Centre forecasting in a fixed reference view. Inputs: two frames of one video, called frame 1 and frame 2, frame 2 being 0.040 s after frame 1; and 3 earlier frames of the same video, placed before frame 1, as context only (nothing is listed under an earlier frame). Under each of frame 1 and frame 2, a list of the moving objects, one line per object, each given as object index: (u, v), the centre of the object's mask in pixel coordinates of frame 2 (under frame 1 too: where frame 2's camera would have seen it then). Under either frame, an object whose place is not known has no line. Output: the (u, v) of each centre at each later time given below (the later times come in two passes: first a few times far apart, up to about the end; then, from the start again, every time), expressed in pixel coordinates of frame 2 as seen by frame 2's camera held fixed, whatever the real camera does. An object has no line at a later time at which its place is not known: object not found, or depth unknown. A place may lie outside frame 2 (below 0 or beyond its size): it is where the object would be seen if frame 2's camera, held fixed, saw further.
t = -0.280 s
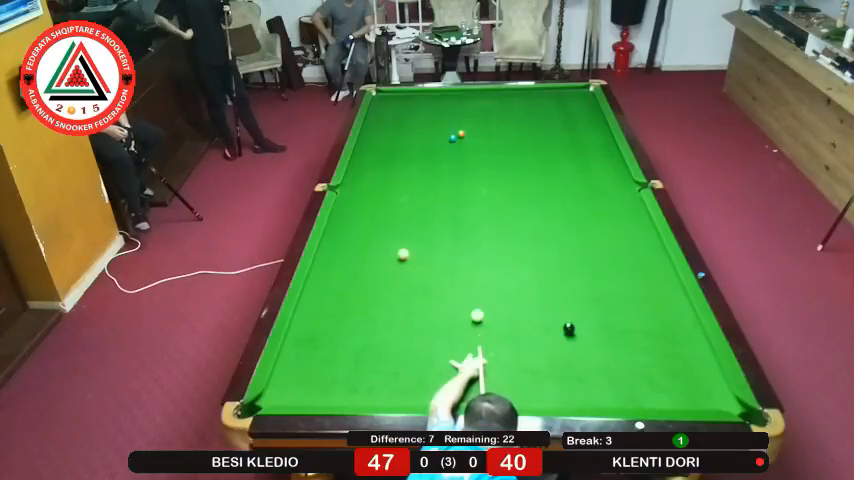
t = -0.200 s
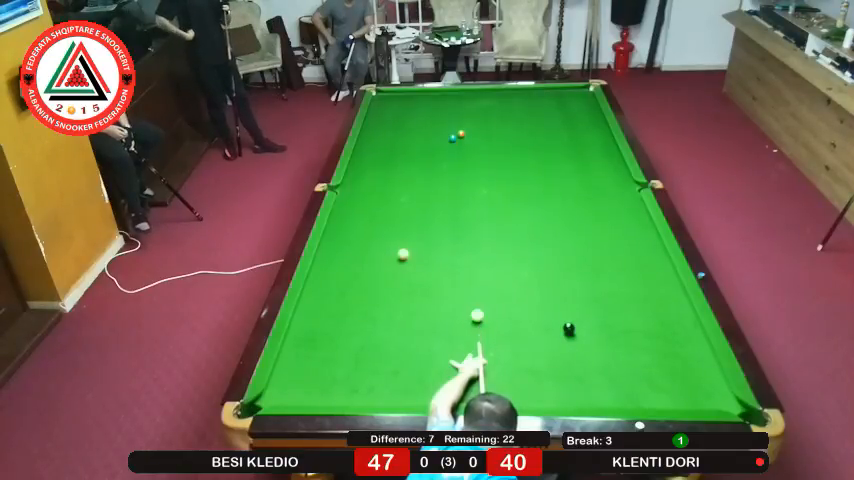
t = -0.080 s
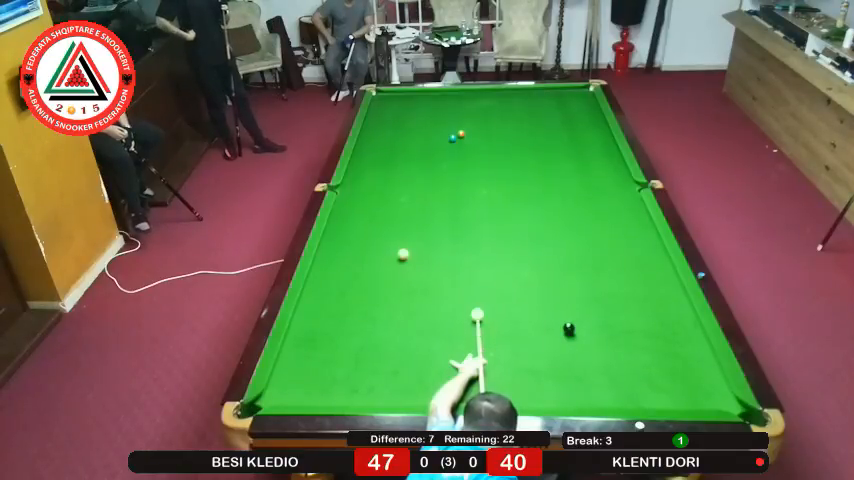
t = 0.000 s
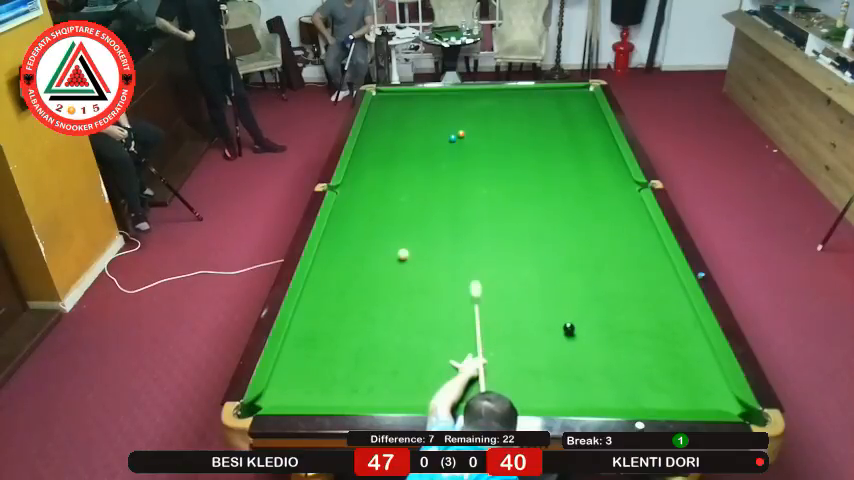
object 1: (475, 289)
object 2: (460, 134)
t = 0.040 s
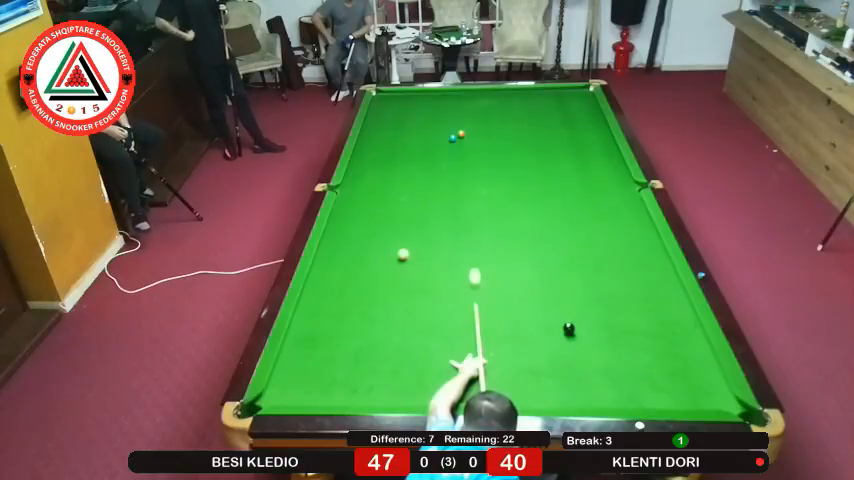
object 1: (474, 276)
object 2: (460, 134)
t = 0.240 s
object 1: (471, 229)
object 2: (460, 134)
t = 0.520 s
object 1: (468, 180)
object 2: (460, 134)
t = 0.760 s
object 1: (467, 148)
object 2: (461, 134)
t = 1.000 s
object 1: (480, 129)
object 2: (445, 126)
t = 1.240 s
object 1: (501, 115)
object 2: (425, 117)
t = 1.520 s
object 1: (522, 100)
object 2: (404, 107)
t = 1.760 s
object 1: (538, 88)
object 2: (388, 99)
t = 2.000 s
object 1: (553, 95)
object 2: (377, 93)
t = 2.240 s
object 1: (569, 101)
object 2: (377, 94)
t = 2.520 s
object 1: (587, 109)
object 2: (380, 96)
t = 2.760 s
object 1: (599, 116)
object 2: (385, 98)
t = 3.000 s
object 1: (593, 122)
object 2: (388, 99)
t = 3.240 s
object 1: (587, 128)
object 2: (391, 101)
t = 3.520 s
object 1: (580, 134)
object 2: (395, 102)
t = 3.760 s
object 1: (574, 140)
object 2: (397, 103)
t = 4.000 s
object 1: (568, 146)
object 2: (399, 104)
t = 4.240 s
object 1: (563, 151)
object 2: (400, 105)
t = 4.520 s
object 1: (556, 157)
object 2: (402, 105)
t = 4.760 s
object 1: (550, 162)
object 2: (402, 105)
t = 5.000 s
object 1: (545, 167)
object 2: (402, 105)
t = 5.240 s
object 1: (540, 171)
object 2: (402, 106)
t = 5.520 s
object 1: (534, 176)
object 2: (402, 106)
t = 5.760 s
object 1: (530, 179)
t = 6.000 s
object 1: (526, 183)
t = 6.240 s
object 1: (522, 186)
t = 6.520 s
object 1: (518, 189)
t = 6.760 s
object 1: (515, 191)
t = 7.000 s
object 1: (512, 193)
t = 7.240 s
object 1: (510, 194)
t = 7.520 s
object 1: (508, 196)
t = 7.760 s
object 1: (507, 196)
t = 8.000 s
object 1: (506, 197)
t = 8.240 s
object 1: (506, 197)
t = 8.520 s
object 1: (506, 197)
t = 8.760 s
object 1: (506, 197)
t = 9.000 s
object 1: (506, 197)
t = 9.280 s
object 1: (506, 197)
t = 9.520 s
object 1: (506, 197)
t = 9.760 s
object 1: (506, 197)
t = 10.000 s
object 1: (506, 197)
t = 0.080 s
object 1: (474, 265)
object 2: (460, 134)
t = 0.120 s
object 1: (473, 255)
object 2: (460, 134)
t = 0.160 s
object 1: (472, 245)
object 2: (460, 134)
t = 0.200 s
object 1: (472, 237)
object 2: (460, 134)
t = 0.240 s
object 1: (471, 229)
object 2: (460, 134)
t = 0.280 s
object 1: (471, 221)
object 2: (460, 134)
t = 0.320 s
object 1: (471, 214)
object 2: (460, 134)
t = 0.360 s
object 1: (470, 207)
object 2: (460, 134)
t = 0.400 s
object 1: (470, 200)
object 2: (460, 134)
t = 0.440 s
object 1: (469, 193)
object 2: (460, 134)
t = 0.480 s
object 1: (469, 187)
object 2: (461, 134)
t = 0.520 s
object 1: (468, 180)
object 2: (460, 134)
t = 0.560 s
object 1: (468, 175)
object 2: (460, 134)
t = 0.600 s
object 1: (468, 169)
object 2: (461, 134)
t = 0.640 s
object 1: (468, 164)
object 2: (461, 134)
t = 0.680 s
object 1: (467, 158)
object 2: (461, 134)
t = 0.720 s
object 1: (467, 153)
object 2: (461, 134)
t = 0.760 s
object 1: (467, 148)
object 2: (461, 134)
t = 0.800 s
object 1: (466, 144)
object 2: (460, 134)
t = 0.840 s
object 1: (466, 139)
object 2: (460, 133)
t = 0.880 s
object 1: (467, 135)
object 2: (459, 133)
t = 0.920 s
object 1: (471, 133)
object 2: (455, 130)
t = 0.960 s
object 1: (476, 131)
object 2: (450, 128)
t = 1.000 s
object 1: (480, 129)
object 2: (445, 126)
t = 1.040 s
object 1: (484, 126)
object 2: (442, 125)
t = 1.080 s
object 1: (487, 124)
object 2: (438, 123)
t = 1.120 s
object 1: (491, 121)
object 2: (435, 121)
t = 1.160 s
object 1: (494, 119)
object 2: (431, 120)
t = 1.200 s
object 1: (497, 117)
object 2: (428, 118)
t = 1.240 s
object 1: (501, 115)
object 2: (425, 117)
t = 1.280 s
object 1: (504, 112)
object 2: (422, 115)
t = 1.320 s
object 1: (507, 110)
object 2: (419, 114)
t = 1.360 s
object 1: (510, 108)
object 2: (415, 113)
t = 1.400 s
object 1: (513, 106)
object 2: (413, 111)
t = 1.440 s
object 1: (516, 104)
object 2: (410, 110)
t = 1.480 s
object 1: (519, 102)
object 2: (407, 108)
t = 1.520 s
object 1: (522, 100)
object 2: (404, 107)
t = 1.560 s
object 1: (525, 98)
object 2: (401, 106)
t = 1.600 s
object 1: (527, 96)
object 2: (398, 104)
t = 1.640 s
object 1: (530, 94)
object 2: (396, 103)
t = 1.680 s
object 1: (533, 92)
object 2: (393, 102)
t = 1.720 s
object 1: (535, 91)
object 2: (390, 100)
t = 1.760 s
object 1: (538, 88)
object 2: (388, 99)
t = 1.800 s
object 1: (541, 89)
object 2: (385, 98)
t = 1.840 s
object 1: (543, 90)
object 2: (383, 97)
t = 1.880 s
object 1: (546, 91)
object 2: (380, 96)
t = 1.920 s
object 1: (548, 92)
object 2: (378, 95)
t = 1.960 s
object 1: (551, 94)
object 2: (376, 94)
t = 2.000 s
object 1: (553, 95)
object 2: (377, 93)
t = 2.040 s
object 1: (556, 96)
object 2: (379, 92)
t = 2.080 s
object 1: (558, 97)
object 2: (379, 92)
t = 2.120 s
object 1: (561, 98)
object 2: (377, 92)
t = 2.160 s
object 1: (564, 99)
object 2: (377, 93)
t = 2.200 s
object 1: (566, 100)
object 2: (377, 93)
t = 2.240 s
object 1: (569, 101)
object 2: (377, 94)
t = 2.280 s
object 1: (571, 102)
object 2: (377, 94)
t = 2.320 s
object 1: (574, 103)
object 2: (378, 94)
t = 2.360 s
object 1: (576, 105)
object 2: (379, 94)
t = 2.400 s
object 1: (579, 106)
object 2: (379, 95)
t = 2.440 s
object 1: (581, 107)
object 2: (380, 95)
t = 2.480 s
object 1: (584, 108)
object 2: (380, 96)
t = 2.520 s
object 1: (587, 109)
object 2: (380, 96)
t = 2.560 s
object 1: (590, 110)
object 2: (381, 96)
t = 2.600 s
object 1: (592, 111)
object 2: (381, 96)
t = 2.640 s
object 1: (595, 112)
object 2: (382, 96)
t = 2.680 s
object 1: (598, 113)
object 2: (383, 97)
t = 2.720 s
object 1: (600, 115)
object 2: (383, 97)
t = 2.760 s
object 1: (599, 116)
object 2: (385, 98)
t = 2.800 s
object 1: (598, 117)
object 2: (385, 98)
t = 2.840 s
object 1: (597, 118)
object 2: (386, 98)
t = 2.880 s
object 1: (596, 119)
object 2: (386, 98)
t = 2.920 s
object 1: (595, 120)
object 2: (387, 99)
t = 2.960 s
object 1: (594, 121)
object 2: (387, 99)
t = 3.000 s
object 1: (593, 122)
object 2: (388, 99)
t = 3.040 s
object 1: (592, 123)
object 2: (389, 99)
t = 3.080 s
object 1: (591, 124)
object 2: (389, 100)
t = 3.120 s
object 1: (590, 125)
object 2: (390, 100)
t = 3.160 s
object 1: (589, 126)
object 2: (390, 100)
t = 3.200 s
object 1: (588, 127)
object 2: (391, 101)
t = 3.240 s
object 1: (587, 128)
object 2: (391, 101)
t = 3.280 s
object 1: (586, 129)
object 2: (392, 101)
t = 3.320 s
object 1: (585, 130)
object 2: (393, 101)
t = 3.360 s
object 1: (584, 131)
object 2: (393, 102)
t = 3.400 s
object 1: (583, 132)
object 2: (393, 102)
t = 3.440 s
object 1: (582, 132)
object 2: (394, 102)
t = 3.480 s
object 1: (581, 133)
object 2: (394, 102)
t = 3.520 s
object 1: (580, 134)
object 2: (395, 102)
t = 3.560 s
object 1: (579, 135)
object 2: (395, 102)
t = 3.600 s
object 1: (578, 136)
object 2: (396, 103)
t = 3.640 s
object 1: (577, 137)
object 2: (396, 103)
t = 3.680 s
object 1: (576, 138)
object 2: (396, 103)
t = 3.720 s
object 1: (576, 139)
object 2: (397, 103)
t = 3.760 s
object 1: (574, 140)
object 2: (397, 103)
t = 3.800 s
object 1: (573, 141)
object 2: (397, 103)
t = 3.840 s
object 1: (573, 142)
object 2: (398, 104)
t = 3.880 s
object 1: (572, 143)
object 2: (398, 104)
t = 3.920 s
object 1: (570, 144)
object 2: (398, 104)
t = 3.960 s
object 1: (569, 145)
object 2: (399, 104)
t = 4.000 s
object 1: (568, 146)
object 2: (399, 104)
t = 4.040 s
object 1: (568, 147)
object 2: (399, 104)
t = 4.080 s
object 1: (567, 148)
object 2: (399, 105)
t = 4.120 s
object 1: (566, 149)
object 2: (400, 105)
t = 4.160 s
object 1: (565, 149)
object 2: (400, 105)
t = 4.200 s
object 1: (564, 150)
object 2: (400, 105)
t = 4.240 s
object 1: (563, 151)
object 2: (400, 105)
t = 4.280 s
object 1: (562, 152)
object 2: (401, 105)
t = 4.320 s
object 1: (561, 153)
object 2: (401, 105)
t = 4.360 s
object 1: (560, 154)
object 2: (401, 105)
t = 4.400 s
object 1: (559, 155)
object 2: (401, 105)
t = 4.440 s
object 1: (558, 155)
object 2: (401, 105)
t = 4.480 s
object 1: (557, 156)
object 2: (401, 105)
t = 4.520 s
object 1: (556, 157)
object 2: (402, 105)
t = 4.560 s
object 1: (555, 158)
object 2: (402, 105)
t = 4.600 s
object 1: (554, 159)
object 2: (402, 105)
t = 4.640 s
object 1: (553, 160)
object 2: (402, 105)
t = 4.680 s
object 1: (552, 161)
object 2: (402, 105)
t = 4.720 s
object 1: (551, 161)
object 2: (402, 105)
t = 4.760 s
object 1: (550, 162)
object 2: (402, 105)
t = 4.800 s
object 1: (549, 163)
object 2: (402, 105)
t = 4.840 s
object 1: (549, 164)
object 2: (402, 105)
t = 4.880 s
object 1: (548, 165)
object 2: (402, 105)
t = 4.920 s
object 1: (547, 165)
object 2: (402, 105)
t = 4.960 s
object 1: (546, 166)
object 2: (402, 105)
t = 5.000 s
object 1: (545, 167)
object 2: (402, 105)
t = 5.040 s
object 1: (544, 168)
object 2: (402, 105)
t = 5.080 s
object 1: (543, 168)
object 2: (402, 105)
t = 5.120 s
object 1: (542, 169)
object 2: (402, 105)
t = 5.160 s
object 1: (541, 170)
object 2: (402, 105)
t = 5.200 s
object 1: (541, 170)
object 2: (402, 105)
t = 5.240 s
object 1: (540, 171)
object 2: (402, 106)
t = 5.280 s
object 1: (539, 172)
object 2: (402, 105)
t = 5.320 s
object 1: (538, 173)
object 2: (402, 106)
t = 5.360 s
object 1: (537, 173)
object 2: (402, 106)
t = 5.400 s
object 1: (537, 174)
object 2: (402, 106)
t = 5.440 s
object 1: (536, 175)
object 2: (402, 106)
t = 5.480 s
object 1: (535, 175)
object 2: (402, 106)
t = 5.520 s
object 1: (534, 176)
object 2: (402, 106)
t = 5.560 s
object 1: (533, 177)
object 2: (402, 106)
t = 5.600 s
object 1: (533, 177)
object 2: (402, 106)
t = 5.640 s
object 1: (532, 178)
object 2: (402, 106)
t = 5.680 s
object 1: (531, 178)
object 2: (402, 106)
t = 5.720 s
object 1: (531, 179)
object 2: (402, 106)
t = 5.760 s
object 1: (530, 179)
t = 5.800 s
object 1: (529, 180)
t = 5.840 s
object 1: (528, 181)
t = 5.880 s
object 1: (528, 181)
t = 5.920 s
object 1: (527, 182)
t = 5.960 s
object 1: (526, 183)
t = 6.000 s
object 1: (526, 183)
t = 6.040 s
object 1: (525, 183)
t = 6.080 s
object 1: (524, 184)
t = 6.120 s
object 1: (523, 184)
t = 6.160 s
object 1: (523, 185)
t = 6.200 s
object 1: (522, 186)
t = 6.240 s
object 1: (522, 186)
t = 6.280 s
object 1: (521, 186)
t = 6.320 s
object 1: (521, 187)
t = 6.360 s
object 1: (520, 187)
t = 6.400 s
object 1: (519, 188)
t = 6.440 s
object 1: (519, 188)
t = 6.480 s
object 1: (518, 189)
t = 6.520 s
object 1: (518, 189)
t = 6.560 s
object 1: (517, 189)
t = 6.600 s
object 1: (517, 190)
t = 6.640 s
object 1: (516, 190)
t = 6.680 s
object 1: (516, 191)
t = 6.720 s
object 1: (515, 191)
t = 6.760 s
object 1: (515, 191)
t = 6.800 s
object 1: (514, 191)
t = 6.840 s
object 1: (514, 192)
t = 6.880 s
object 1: (514, 192)
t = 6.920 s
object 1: (513, 193)
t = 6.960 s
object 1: (513, 193)
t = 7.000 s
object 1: (512, 193)
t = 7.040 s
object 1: (512, 194)
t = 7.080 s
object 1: (511, 194)
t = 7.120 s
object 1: (511, 194)
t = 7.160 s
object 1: (511, 194)
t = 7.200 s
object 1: (510, 194)
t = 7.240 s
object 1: (510, 194)
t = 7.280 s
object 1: (509, 195)
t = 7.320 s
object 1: (509, 195)
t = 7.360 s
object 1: (509, 195)
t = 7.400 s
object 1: (509, 195)
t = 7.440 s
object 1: (508, 195)
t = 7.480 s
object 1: (508, 195)
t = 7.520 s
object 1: (508, 196)
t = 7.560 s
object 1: (508, 196)
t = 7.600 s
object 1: (507, 196)
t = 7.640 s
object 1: (507, 196)
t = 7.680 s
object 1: (507, 196)
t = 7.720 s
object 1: (507, 196)
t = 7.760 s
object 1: (507, 196)
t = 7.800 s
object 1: (507, 196)
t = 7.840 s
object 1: (507, 197)
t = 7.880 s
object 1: (506, 197)
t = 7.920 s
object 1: (506, 197)
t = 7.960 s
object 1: (506, 197)
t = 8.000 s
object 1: (506, 197)
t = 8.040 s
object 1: (506, 197)
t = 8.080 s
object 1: (506, 197)
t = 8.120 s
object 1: (506, 197)
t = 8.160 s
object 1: (506, 197)
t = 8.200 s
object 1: (506, 197)
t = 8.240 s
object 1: (506, 197)
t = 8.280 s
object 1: (506, 197)
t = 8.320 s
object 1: (506, 197)
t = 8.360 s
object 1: (506, 197)
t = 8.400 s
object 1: (506, 197)
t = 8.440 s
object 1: (506, 197)
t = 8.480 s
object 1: (506, 197)
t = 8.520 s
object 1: (506, 197)
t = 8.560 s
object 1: (506, 197)
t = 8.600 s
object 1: (506, 197)
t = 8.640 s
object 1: (506, 197)
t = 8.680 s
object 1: (506, 197)
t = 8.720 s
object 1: (506, 197)
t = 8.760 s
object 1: (506, 197)
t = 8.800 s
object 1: (506, 197)
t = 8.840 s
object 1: (506, 197)
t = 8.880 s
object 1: (506, 197)
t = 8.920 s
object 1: (506, 197)
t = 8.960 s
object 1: (506, 197)
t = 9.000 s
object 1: (506, 197)
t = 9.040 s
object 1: (506, 197)
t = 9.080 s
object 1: (506, 197)
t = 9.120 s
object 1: (506, 197)
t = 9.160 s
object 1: (506, 197)
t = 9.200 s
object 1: (506, 197)
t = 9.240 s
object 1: (506, 197)
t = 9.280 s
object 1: (506, 197)
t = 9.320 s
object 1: (506, 197)
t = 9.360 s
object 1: (506, 197)
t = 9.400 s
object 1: (506, 197)
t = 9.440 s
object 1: (506, 197)
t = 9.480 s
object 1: (506, 197)
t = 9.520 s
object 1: (506, 197)
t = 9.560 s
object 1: (506, 197)
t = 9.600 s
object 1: (506, 197)
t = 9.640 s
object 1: (506, 197)
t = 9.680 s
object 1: (506, 197)
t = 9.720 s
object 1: (506, 197)
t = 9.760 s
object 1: (506, 197)
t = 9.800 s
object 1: (506, 197)
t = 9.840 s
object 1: (506, 197)
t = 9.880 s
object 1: (506, 197)
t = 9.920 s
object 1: (506, 197)
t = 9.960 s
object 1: (506, 197)
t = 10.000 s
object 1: (506, 197)
